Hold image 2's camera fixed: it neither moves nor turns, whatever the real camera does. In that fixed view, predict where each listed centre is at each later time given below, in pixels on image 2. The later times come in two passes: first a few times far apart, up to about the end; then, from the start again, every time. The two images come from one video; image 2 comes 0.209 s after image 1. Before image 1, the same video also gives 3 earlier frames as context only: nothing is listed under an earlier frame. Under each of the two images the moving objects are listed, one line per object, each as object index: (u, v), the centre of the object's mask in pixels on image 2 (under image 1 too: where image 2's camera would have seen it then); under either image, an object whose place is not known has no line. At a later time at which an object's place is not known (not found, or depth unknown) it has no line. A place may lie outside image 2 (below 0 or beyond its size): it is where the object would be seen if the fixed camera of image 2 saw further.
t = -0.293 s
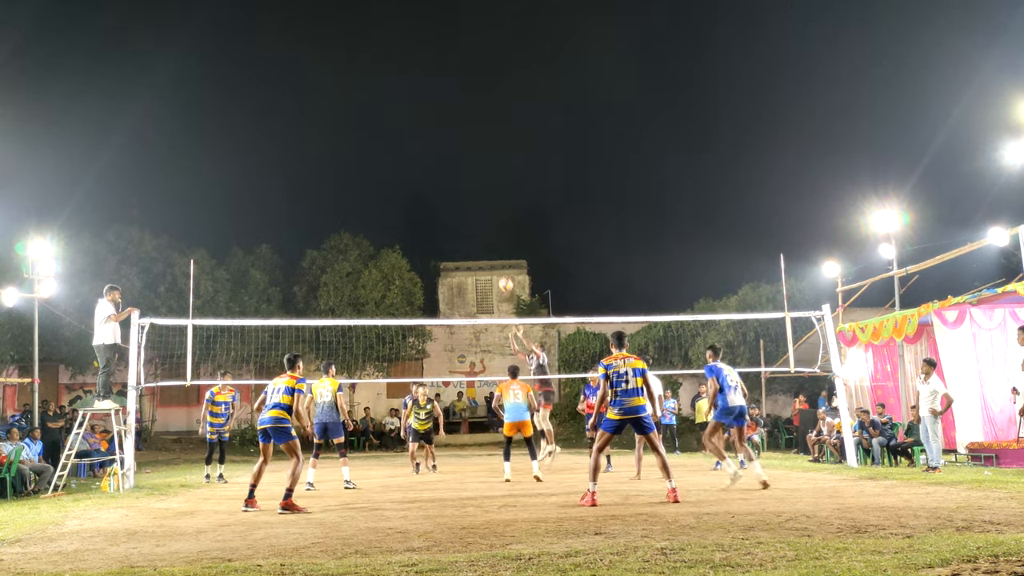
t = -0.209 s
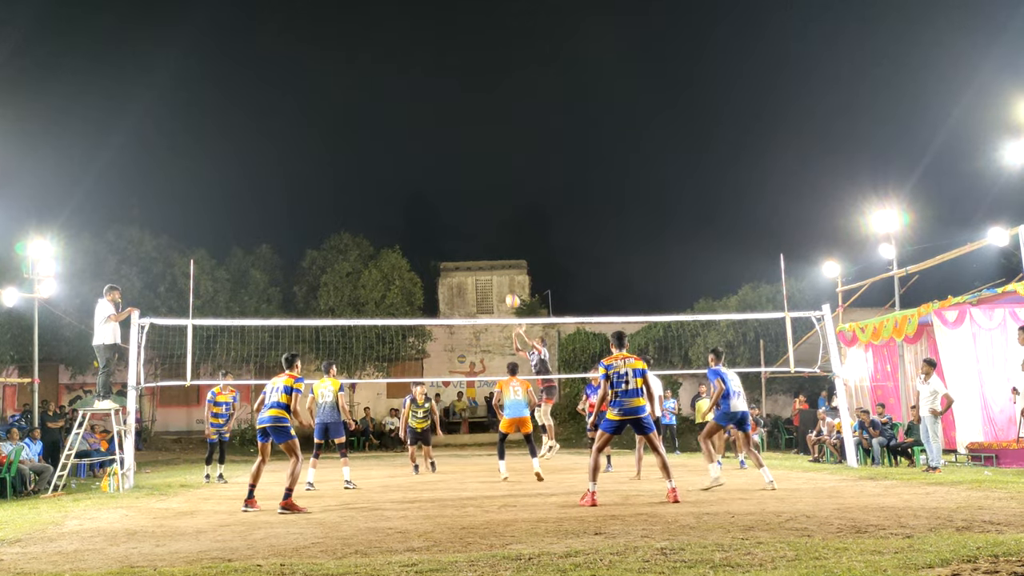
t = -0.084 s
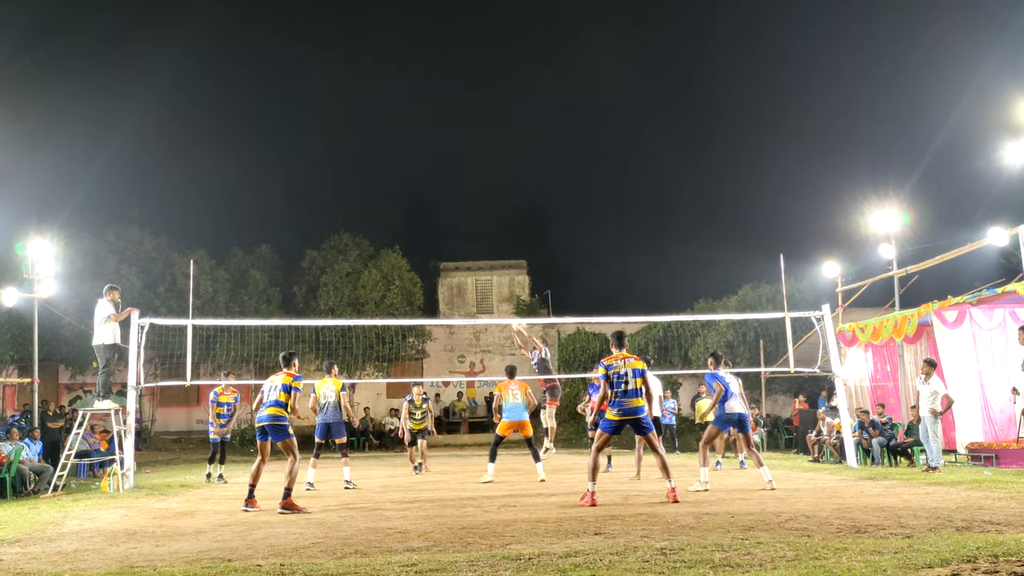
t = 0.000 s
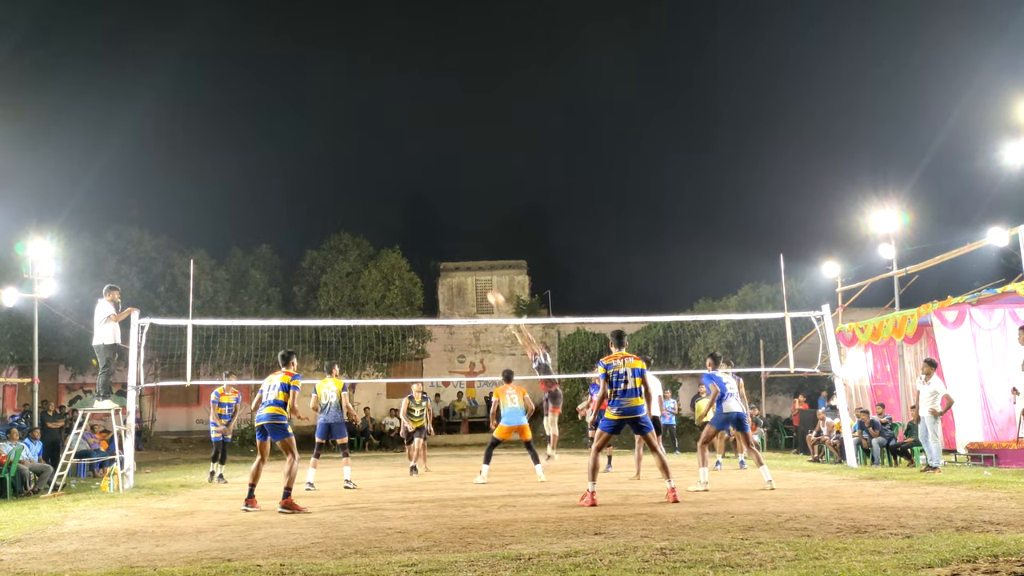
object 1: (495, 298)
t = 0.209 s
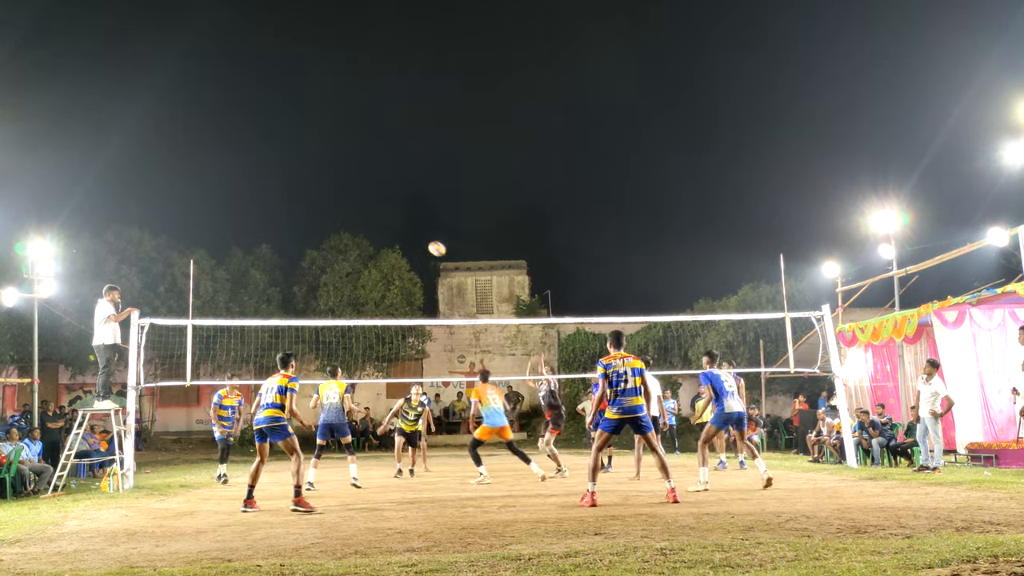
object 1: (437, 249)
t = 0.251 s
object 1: (425, 242)
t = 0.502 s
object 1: (358, 223)
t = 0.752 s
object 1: (293, 242)
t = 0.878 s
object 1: (260, 266)
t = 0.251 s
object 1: (425, 242)
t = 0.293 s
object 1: (414, 236)
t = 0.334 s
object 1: (402, 231)
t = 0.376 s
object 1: (391, 228)
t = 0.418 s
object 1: (380, 225)
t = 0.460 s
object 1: (369, 224)
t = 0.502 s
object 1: (358, 223)
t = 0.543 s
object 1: (347, 224)
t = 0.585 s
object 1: (336, 226)
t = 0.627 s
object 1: (325, 228)
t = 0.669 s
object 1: (314, 232)
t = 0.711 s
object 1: (303, 237)
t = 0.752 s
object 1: (293, 242)
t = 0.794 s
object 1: (282, 249)
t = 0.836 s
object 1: (271, 257)
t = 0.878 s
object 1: (260, 266)
